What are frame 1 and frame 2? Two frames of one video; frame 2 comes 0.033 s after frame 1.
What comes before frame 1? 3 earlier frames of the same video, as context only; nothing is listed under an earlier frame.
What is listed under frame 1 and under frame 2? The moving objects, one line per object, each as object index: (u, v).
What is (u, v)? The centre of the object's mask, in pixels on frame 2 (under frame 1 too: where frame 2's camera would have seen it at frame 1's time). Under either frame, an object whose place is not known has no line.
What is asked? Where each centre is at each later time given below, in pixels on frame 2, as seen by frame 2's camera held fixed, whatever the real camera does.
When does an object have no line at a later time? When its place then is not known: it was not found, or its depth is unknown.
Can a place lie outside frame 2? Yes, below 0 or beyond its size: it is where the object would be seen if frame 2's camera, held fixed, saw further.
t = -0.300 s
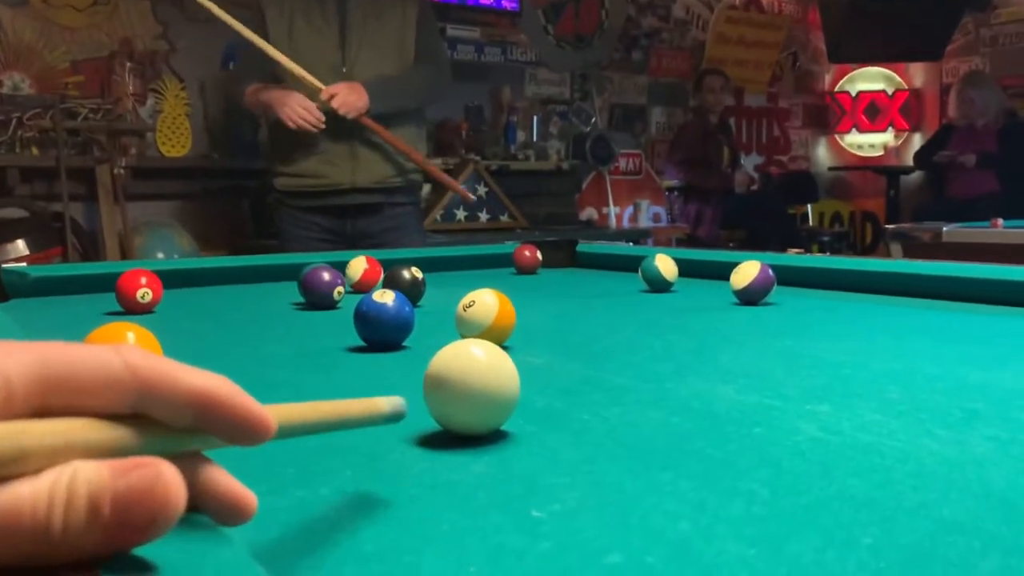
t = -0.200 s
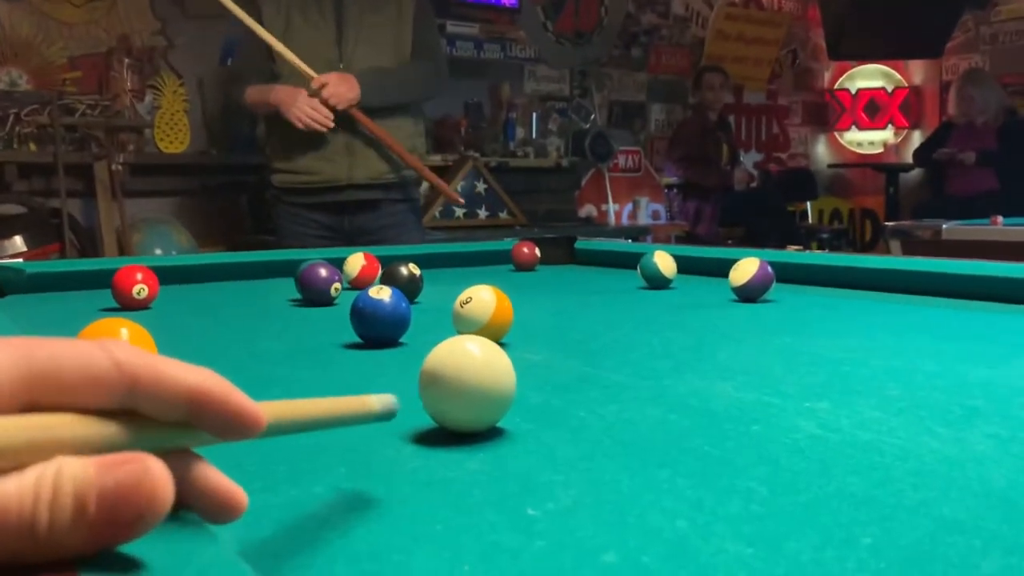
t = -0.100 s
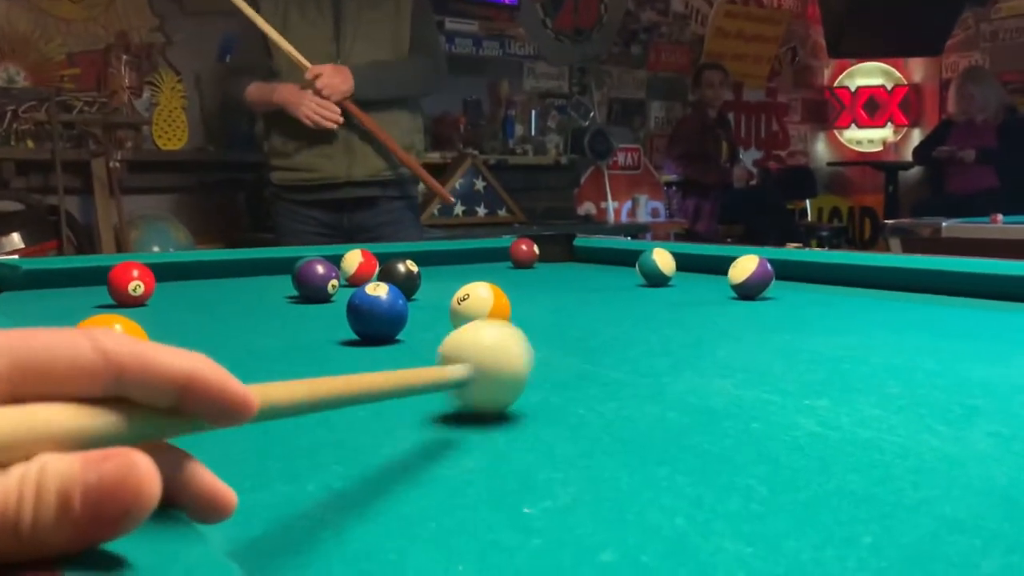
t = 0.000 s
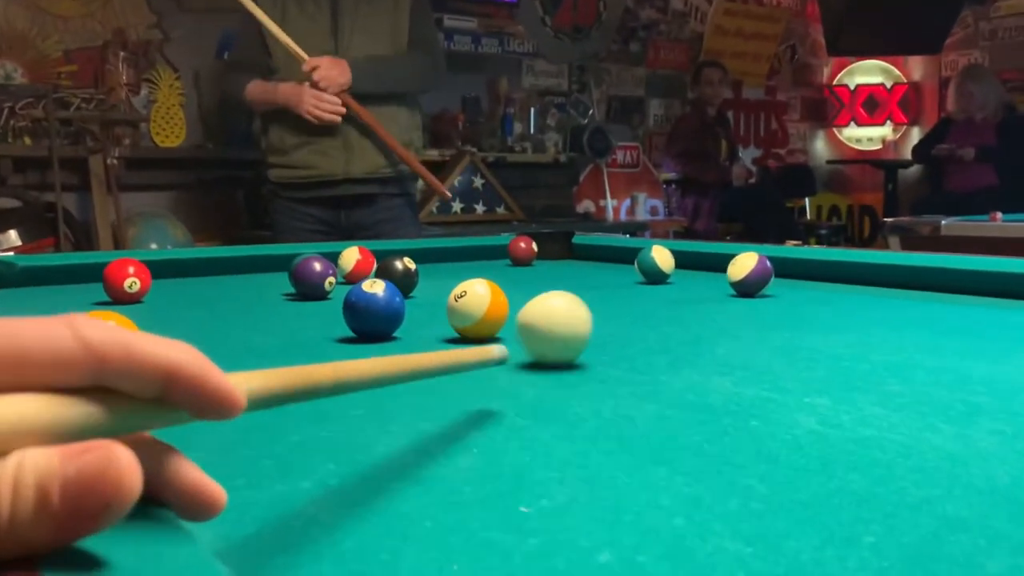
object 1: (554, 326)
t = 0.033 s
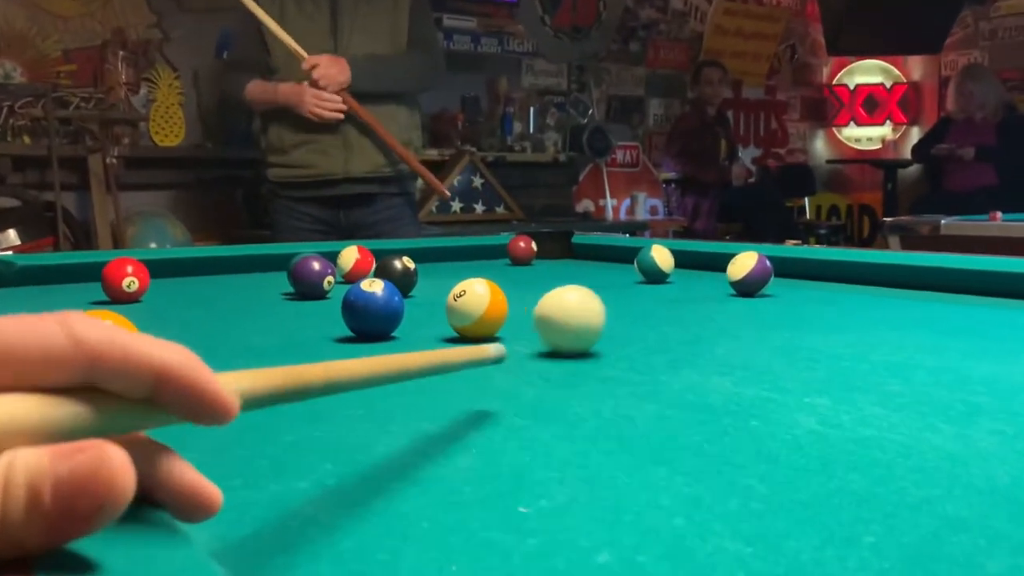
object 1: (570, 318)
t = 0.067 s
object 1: (584, 312)
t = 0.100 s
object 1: (596, 306)
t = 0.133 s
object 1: (606, 300)
